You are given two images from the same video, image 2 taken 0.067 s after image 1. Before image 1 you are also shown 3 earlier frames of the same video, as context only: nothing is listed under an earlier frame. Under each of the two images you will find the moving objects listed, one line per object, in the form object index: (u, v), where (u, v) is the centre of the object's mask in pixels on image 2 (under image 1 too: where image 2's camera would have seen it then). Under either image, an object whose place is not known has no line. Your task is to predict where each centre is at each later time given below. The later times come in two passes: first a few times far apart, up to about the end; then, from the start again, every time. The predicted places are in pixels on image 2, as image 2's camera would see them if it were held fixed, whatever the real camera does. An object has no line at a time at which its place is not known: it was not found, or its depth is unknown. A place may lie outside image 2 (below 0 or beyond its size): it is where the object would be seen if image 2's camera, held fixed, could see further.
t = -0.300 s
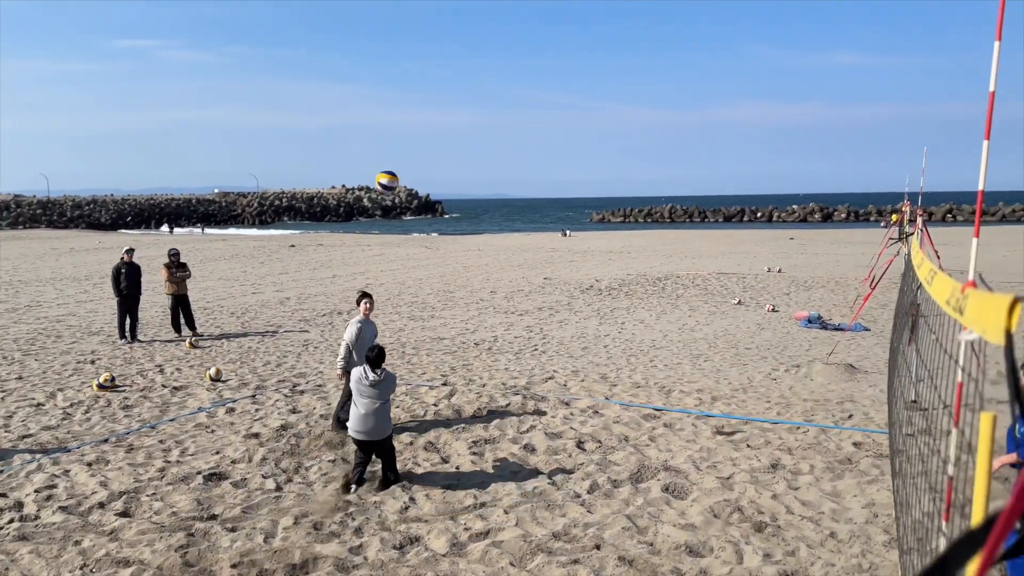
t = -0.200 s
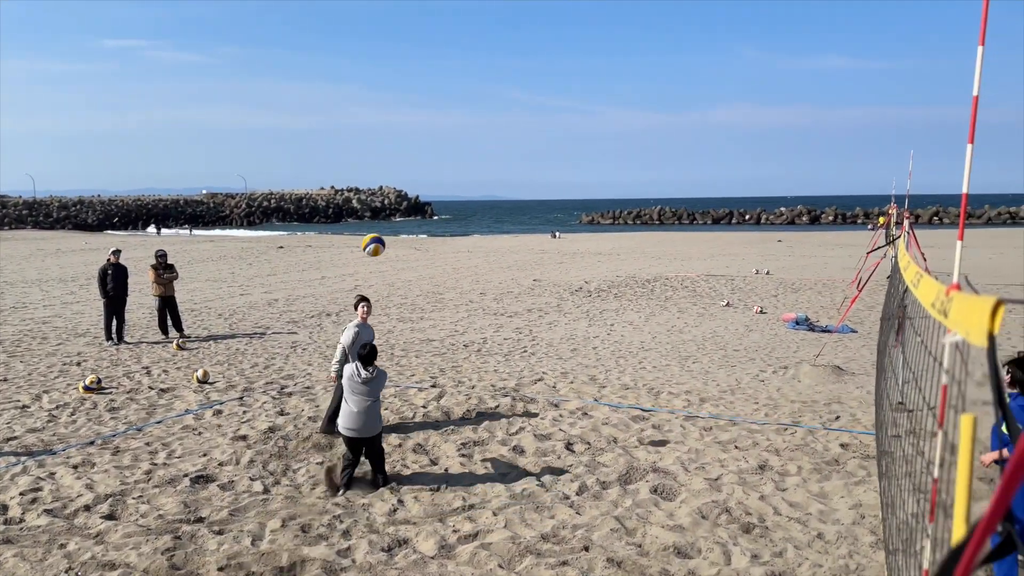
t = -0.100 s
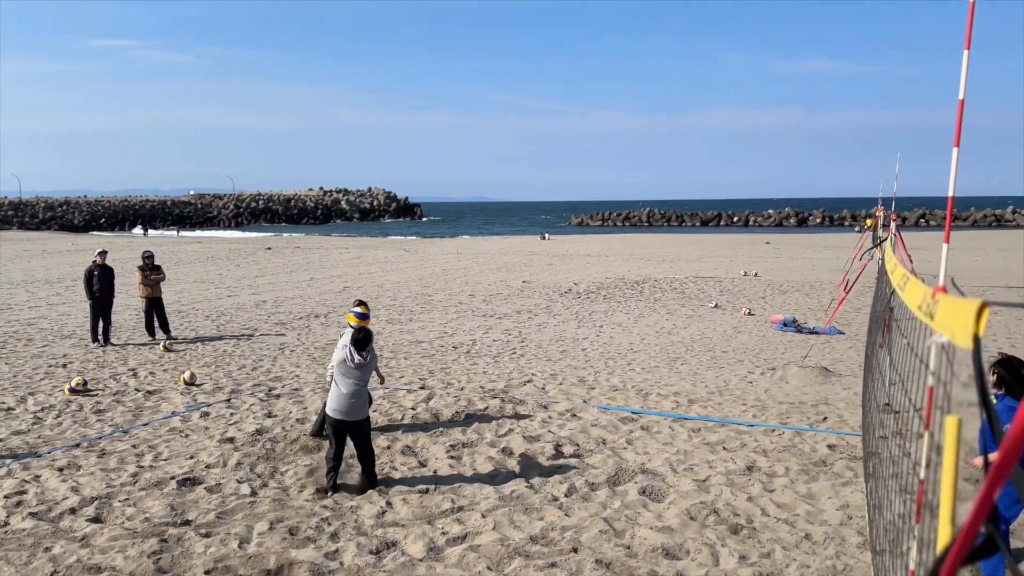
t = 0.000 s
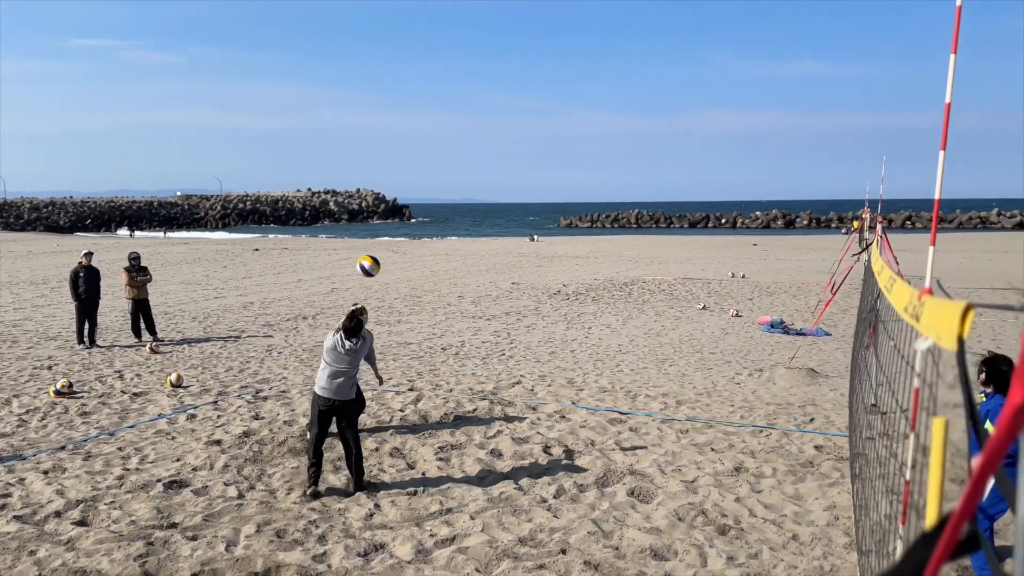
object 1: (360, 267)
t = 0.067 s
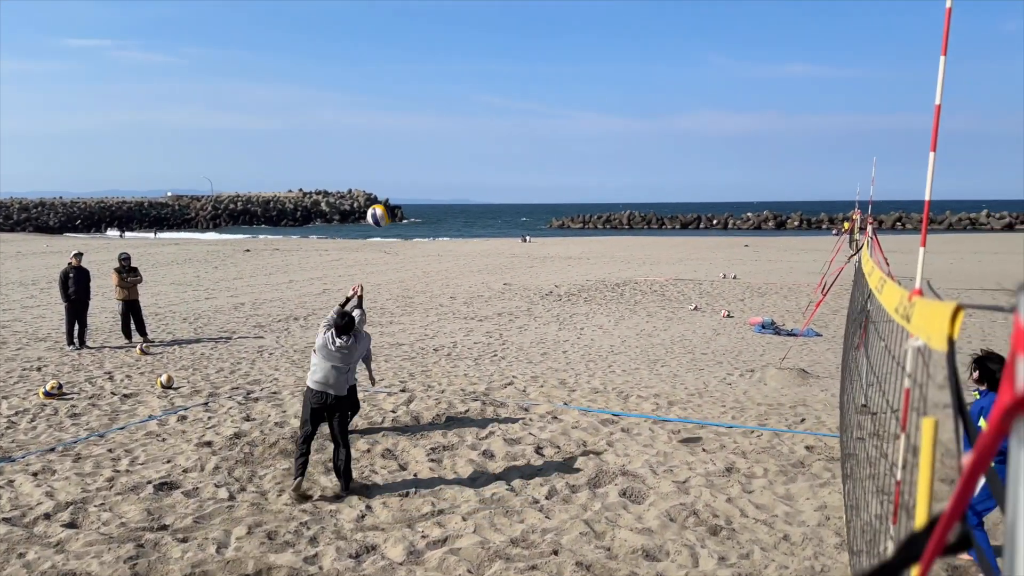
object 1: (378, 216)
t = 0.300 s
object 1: (438, 82)
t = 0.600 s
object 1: (492, 8)
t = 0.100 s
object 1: (388, 193)
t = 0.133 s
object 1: (397, 171)
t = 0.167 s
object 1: (405, 150)
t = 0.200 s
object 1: (414, 131)
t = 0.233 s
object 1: (422, 114)
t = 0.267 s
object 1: (430, 97)
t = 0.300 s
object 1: (438, 82)
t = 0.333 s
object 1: (445, 69)
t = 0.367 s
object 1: (452, 56)
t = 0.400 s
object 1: (459, 46)
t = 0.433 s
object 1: (466, 36)
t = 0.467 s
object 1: (471, 28)
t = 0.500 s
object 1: (477, 21)
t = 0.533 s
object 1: (482, 16)
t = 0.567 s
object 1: (487, 11)
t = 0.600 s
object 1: (492, 8)
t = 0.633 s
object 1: (497, 6)
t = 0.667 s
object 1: (501, 6)
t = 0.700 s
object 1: (505, 6)
